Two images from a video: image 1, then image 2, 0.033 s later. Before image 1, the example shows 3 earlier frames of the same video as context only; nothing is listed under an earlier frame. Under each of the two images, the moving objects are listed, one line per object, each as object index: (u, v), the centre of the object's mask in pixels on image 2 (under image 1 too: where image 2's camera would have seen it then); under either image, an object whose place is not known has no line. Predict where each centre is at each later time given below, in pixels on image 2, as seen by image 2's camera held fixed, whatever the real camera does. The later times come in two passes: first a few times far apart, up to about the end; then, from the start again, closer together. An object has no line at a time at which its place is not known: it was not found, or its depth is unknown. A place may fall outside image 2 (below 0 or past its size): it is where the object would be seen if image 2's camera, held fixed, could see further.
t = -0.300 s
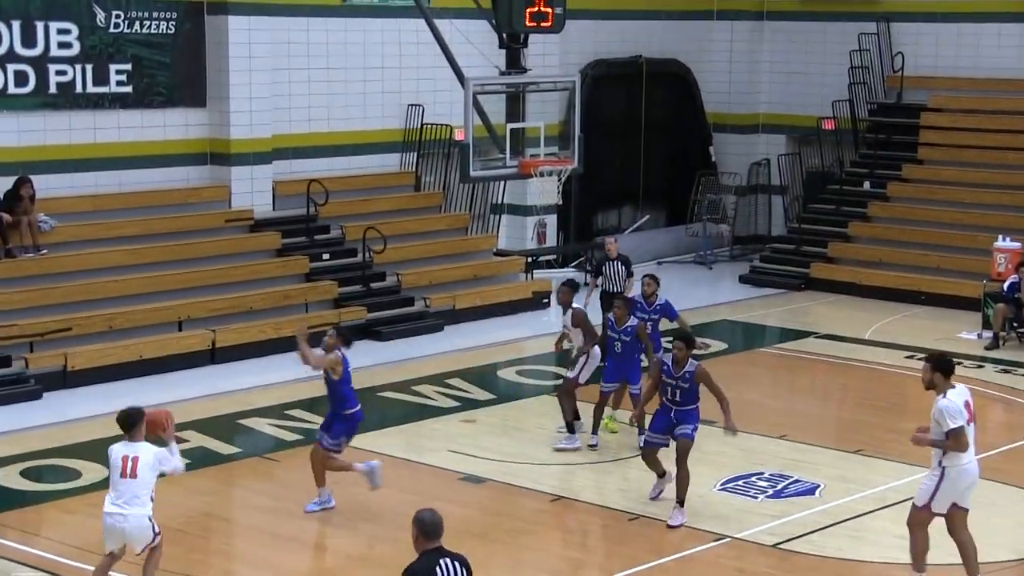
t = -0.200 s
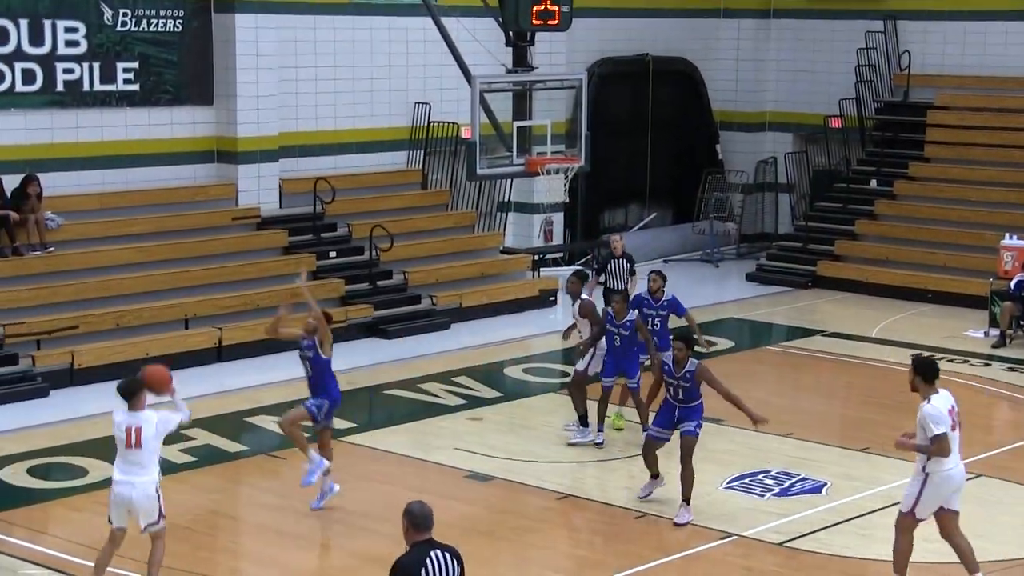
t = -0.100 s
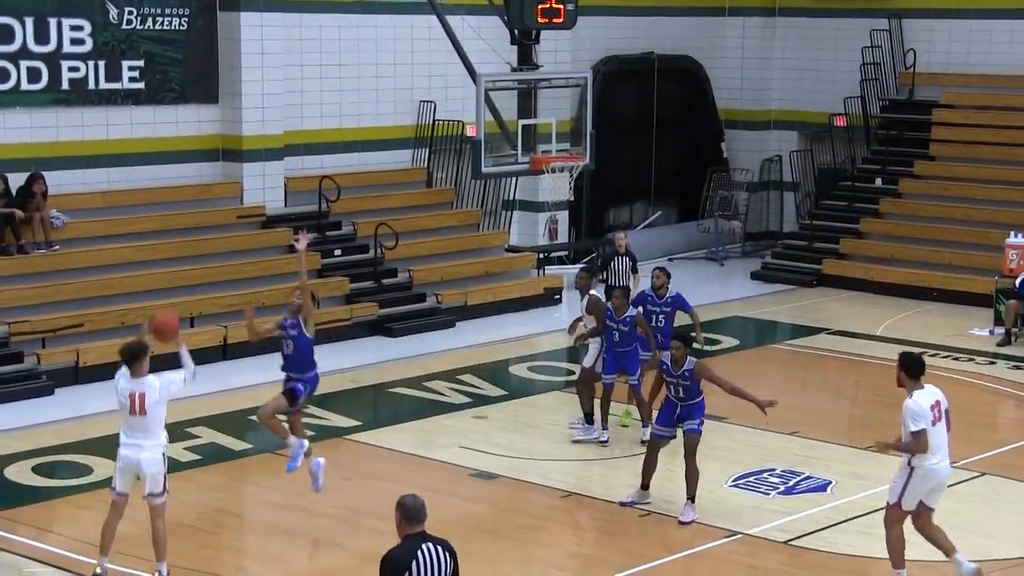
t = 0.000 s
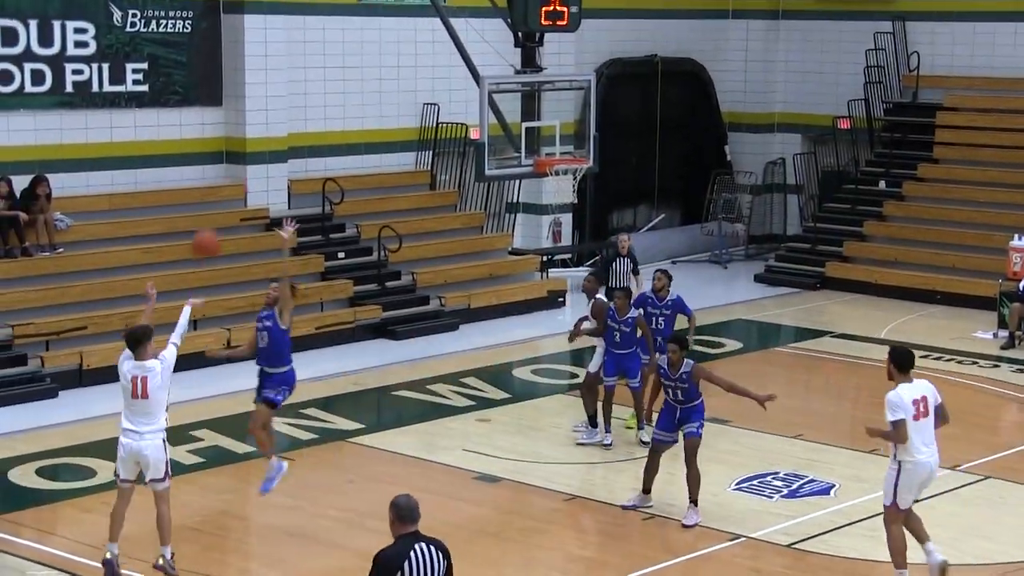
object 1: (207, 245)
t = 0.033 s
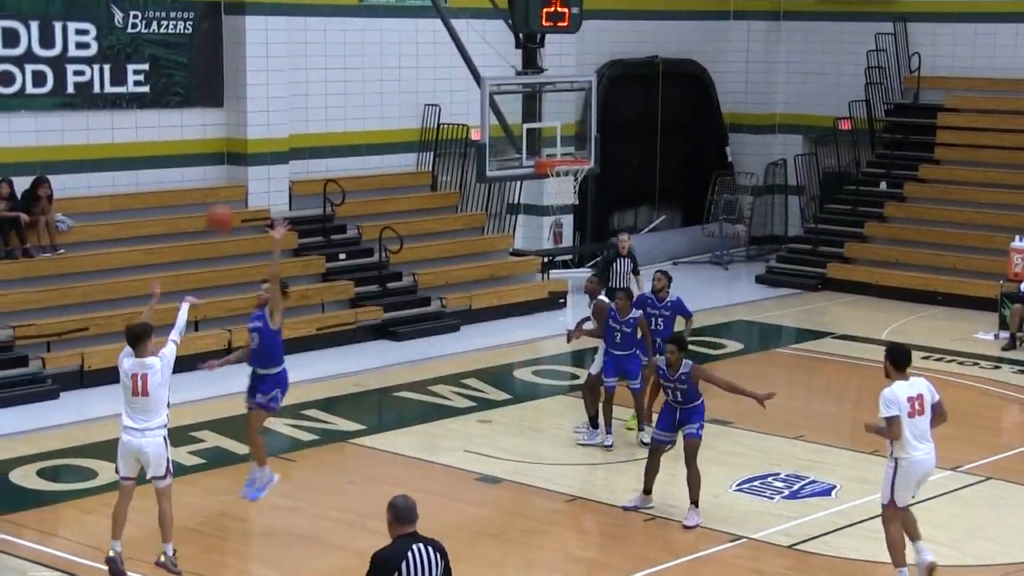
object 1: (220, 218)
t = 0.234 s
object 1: (297, 93)
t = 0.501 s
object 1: (388, 13)
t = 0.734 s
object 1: (457, 9)
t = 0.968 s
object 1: (517, 62)
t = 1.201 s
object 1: (570, 154)
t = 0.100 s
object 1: (248, 169)
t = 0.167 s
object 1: (273, 128)
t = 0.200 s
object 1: (285, 110)
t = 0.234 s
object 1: (297, 93)
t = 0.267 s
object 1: (309, 78)
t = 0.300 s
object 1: (322, 64)
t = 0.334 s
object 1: (333, 52)
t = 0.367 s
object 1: (344, 41)
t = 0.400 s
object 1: (355, 32)
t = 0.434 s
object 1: (366, 24)
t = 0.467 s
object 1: (377, 17)
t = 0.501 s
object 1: (388, 13)
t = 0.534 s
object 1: (398, 9)
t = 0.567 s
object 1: (409, 7)
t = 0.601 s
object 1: (418, 6)
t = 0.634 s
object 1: (429, 7)
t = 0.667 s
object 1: (438, 7)
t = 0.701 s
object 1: (447, 7)
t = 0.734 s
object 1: (457, 9)
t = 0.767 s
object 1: (465, 14)
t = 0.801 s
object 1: (474, 20)
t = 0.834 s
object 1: (483, 26)
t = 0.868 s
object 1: (492, 34)
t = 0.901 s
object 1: (501, 43)
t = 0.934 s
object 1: (509, 52)
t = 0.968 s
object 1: (517, 62)
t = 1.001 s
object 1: (525, 73)
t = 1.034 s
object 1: (532, 85)
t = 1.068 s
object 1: (540, 98)
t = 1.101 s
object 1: (549, 112)
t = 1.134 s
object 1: (555, 126)
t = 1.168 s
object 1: (562, 141)
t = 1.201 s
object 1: (570, 154)
